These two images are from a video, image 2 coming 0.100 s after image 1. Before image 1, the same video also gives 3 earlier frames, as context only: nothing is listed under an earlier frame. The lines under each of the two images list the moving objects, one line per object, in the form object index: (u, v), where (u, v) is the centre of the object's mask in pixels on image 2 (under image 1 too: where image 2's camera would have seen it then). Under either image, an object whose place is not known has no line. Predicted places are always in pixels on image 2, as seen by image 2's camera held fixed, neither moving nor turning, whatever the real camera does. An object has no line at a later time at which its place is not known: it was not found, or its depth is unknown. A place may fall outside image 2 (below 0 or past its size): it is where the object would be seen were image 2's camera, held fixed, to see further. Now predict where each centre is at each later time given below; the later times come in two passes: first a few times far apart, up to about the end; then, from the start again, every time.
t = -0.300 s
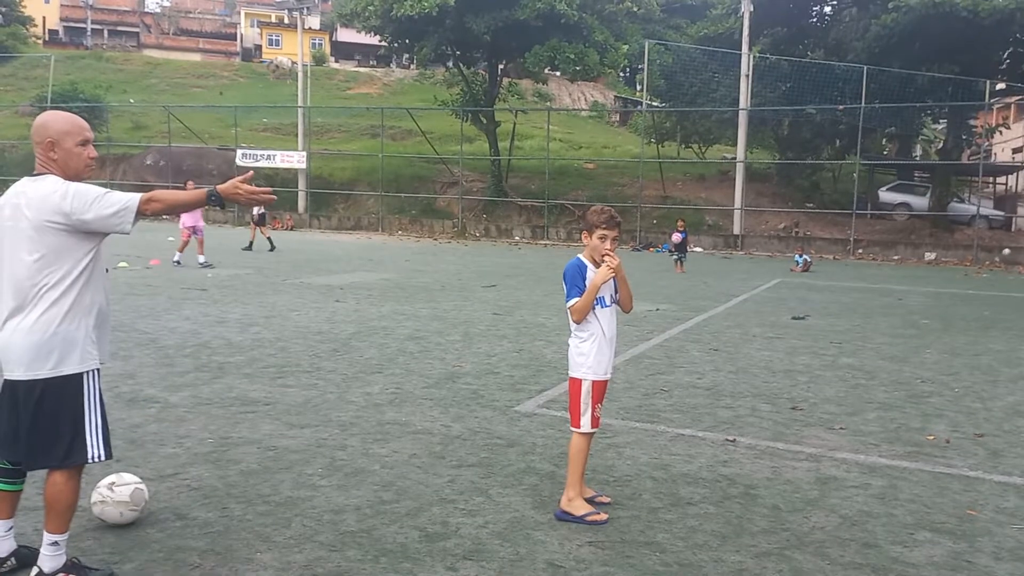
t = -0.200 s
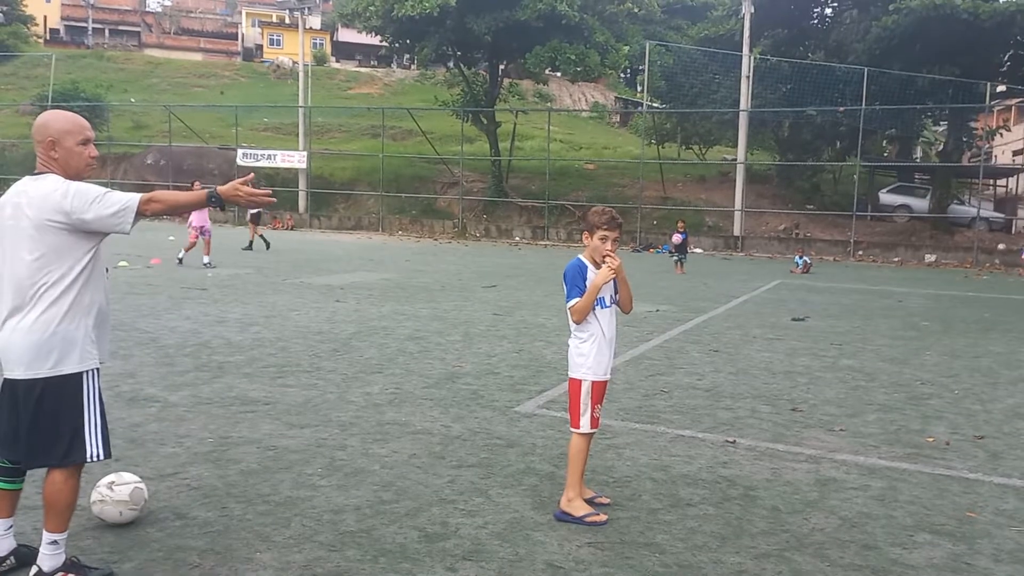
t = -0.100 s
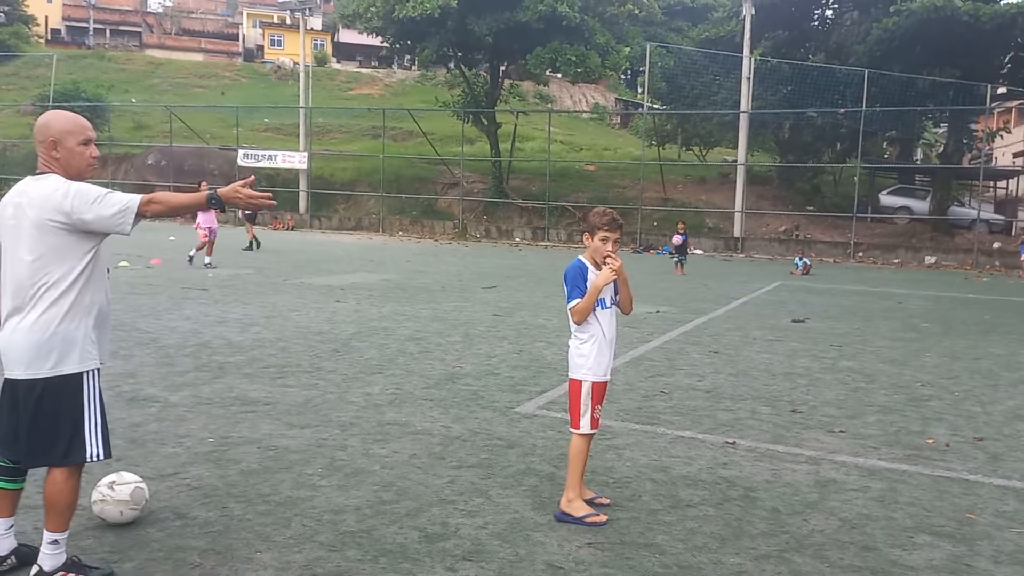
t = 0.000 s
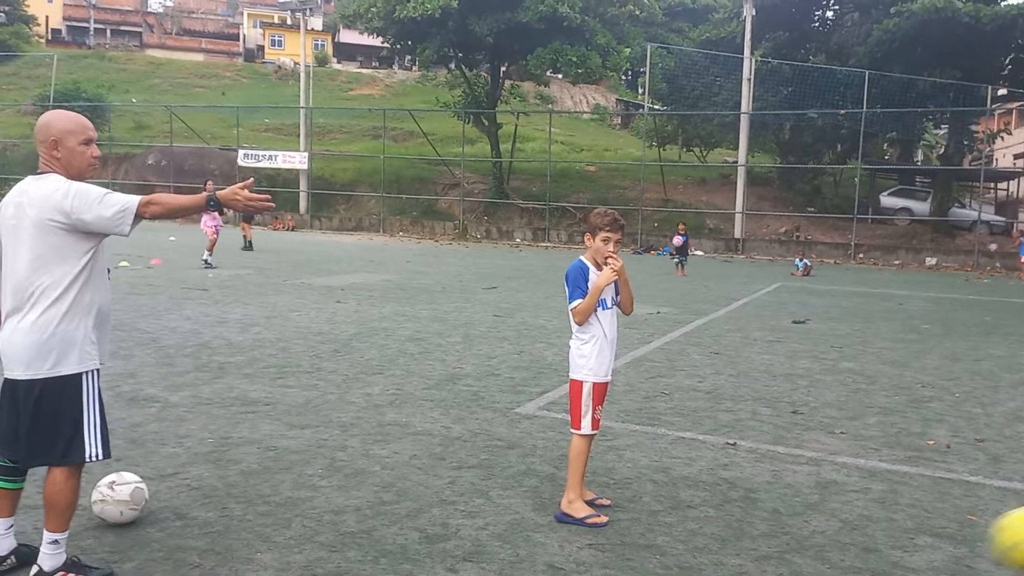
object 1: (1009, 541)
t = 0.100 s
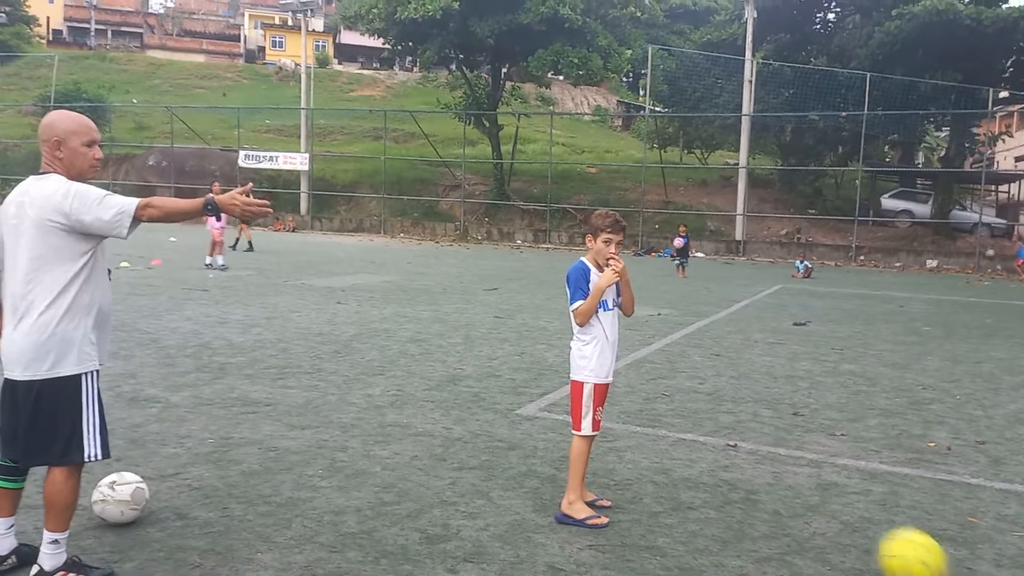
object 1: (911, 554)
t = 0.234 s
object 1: (796, 485)
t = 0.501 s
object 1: (563, 470)
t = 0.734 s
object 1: (373, 496)
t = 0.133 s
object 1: (883, 537)
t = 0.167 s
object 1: (855, 517)
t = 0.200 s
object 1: (825, 499)
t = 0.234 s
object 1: (796, 485)
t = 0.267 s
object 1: (766, 473)
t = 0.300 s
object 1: (737, 464)
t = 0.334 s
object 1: (707, 459)
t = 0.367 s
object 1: (678, 456)
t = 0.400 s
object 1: (650, 455)
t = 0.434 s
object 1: (621, 457)
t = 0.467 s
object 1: (592, 462)
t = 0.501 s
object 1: (563, 470)
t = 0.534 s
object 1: (534, 481)
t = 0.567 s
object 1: (506, 494)
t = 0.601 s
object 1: (478, 510)
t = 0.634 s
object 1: (450, 529)
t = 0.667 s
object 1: (423, 524)
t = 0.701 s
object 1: (397, 508)
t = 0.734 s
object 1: (373, 496)
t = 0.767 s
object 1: (349, 486)
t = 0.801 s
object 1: (324, 479)
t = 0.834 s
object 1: (300, 474)
